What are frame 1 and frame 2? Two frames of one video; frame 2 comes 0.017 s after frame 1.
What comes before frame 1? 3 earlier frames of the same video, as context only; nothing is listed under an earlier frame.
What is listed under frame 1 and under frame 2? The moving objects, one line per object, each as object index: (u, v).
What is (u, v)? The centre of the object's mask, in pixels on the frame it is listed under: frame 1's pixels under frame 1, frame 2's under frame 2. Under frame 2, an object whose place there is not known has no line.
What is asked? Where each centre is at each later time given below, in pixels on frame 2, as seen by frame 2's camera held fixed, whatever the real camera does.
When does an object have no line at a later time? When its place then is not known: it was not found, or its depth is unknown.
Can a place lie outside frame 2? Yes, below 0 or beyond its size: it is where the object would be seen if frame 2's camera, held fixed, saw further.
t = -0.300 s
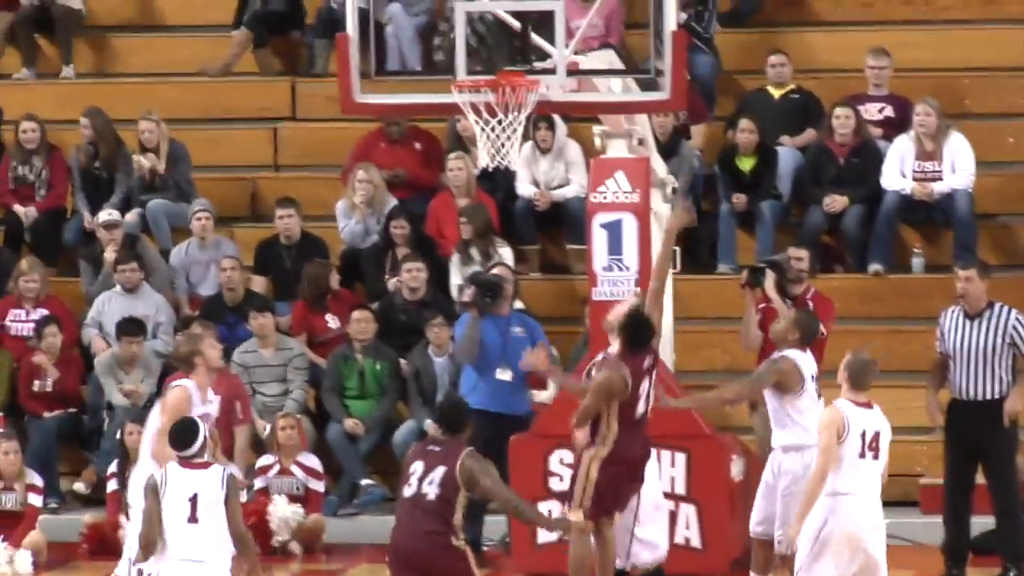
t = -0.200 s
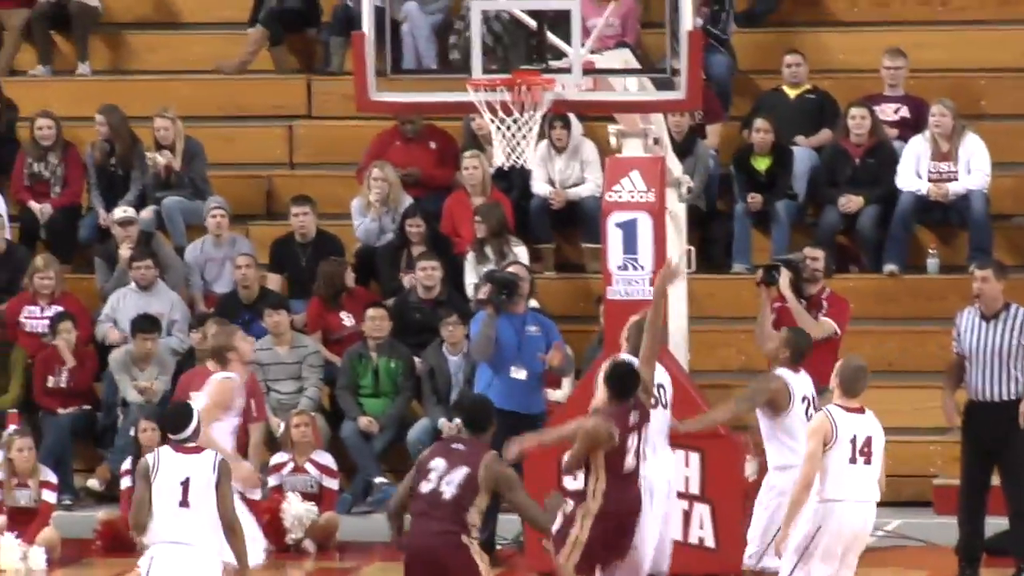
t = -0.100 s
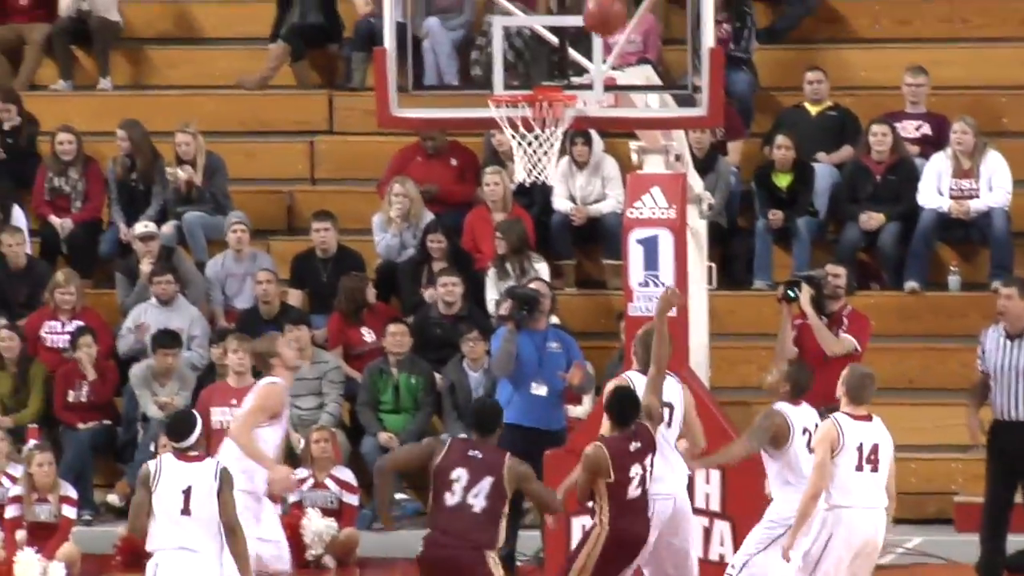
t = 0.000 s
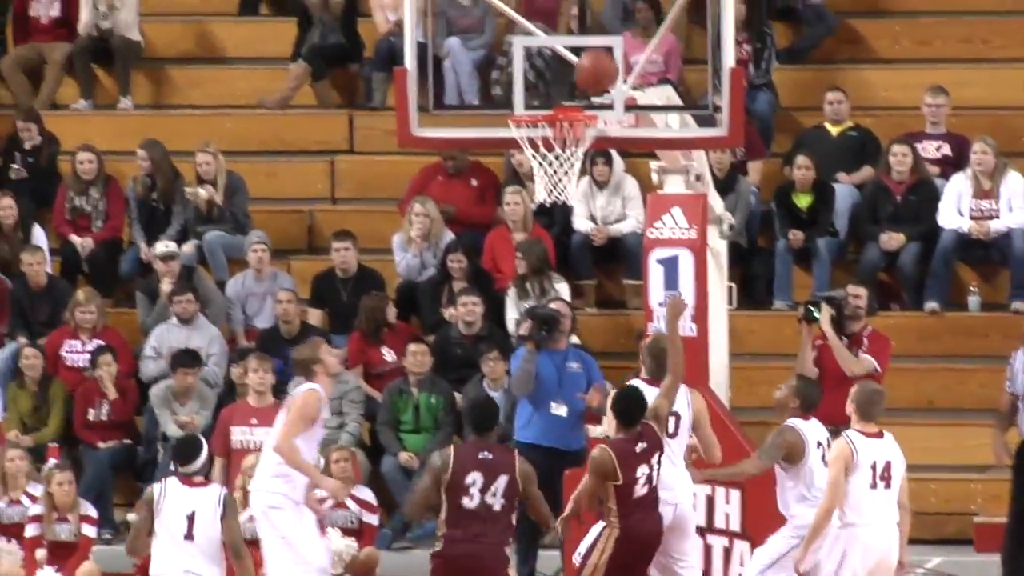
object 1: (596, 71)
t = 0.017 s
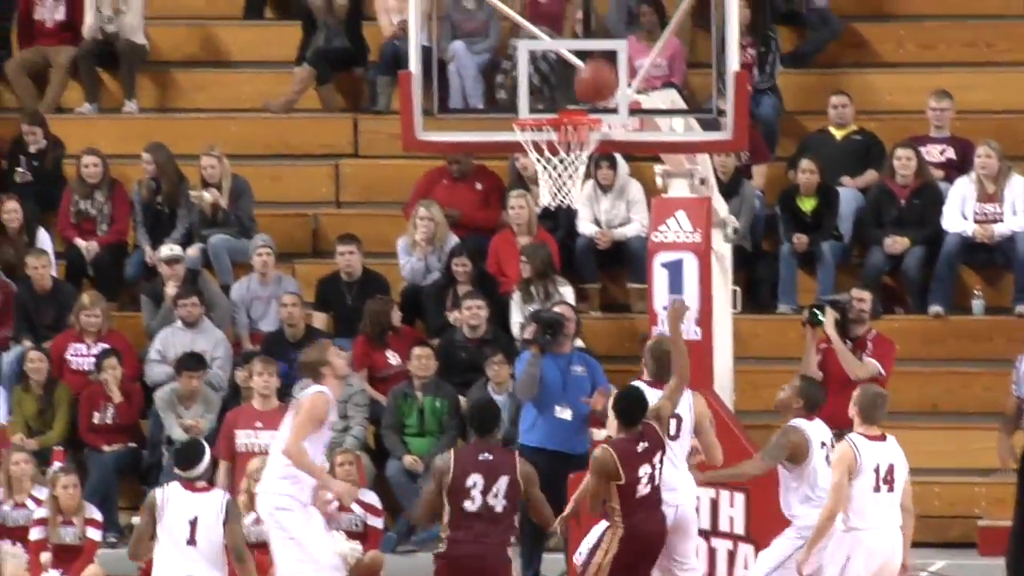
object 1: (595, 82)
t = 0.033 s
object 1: (591, 91)
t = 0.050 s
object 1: (585, 99)
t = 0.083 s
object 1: (578, 113)
